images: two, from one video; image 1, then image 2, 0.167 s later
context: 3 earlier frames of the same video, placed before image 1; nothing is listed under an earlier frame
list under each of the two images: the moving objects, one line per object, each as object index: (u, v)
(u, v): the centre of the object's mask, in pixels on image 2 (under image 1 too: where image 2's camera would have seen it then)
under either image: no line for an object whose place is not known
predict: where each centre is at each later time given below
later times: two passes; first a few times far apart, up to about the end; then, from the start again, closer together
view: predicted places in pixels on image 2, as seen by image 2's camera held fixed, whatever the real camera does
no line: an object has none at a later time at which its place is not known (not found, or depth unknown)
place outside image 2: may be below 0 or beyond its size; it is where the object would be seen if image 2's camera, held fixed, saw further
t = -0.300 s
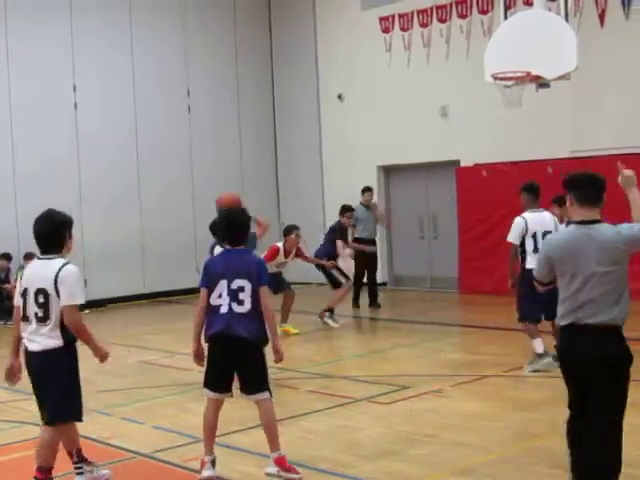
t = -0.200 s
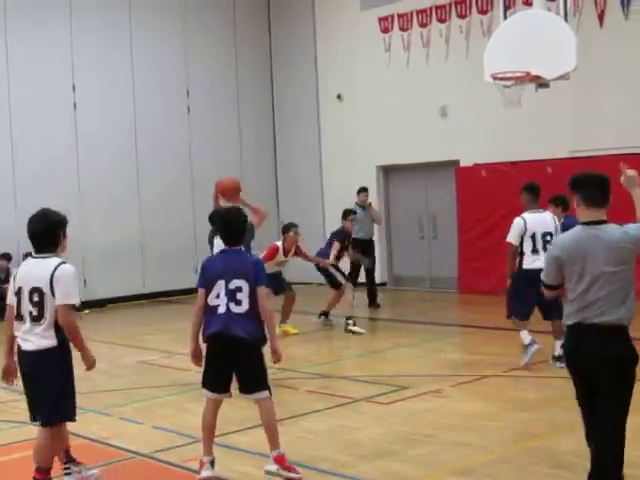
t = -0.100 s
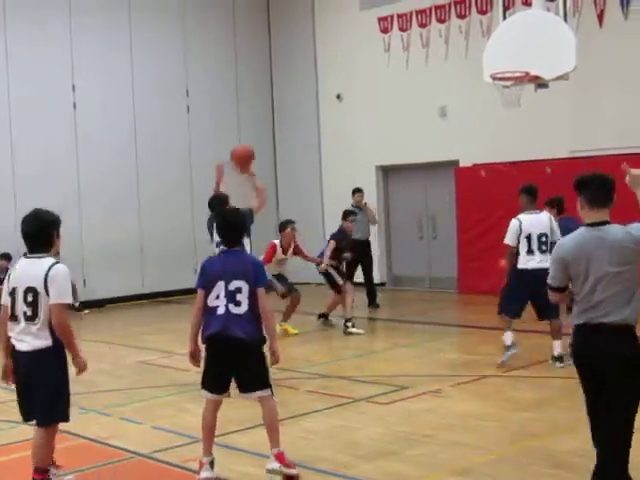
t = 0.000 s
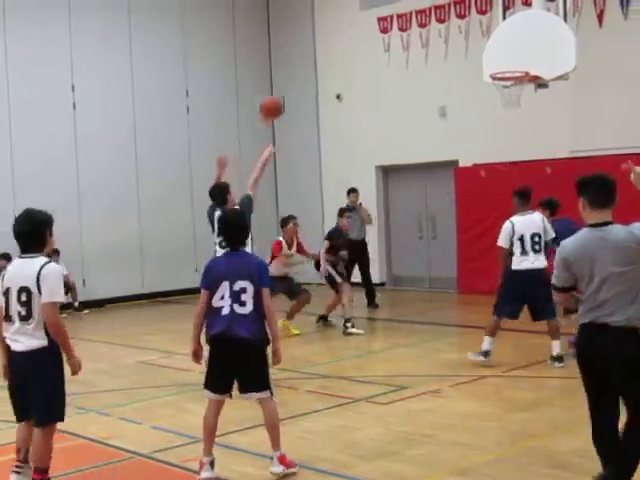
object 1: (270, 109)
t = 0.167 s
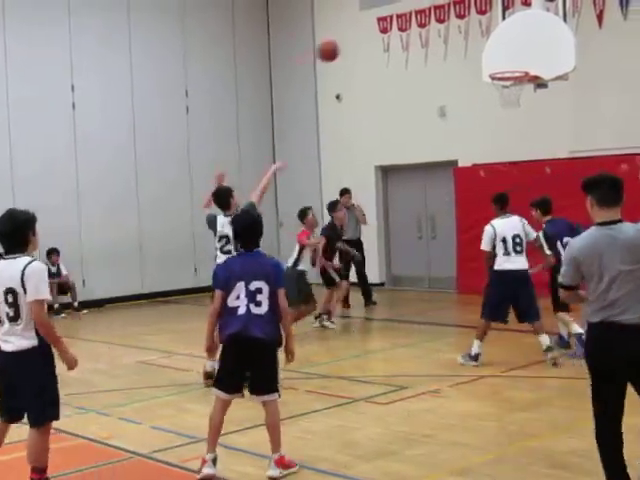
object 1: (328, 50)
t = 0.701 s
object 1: (475, 57)
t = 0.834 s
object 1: (465, 74)
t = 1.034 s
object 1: (401, 109)
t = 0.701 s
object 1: (475, 57)
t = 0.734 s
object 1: (483, 65)
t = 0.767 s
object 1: (485, 71)
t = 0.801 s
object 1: (475, 73)
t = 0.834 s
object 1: (465, 74)
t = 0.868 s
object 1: (454, 78)
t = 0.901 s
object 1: (444, 82)
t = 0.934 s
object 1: (434, 87)
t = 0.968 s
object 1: (423, 93)
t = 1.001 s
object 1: (412, 101)
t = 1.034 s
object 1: (401, 109)
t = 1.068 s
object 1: (390, 118)
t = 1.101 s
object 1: (379, 128)
